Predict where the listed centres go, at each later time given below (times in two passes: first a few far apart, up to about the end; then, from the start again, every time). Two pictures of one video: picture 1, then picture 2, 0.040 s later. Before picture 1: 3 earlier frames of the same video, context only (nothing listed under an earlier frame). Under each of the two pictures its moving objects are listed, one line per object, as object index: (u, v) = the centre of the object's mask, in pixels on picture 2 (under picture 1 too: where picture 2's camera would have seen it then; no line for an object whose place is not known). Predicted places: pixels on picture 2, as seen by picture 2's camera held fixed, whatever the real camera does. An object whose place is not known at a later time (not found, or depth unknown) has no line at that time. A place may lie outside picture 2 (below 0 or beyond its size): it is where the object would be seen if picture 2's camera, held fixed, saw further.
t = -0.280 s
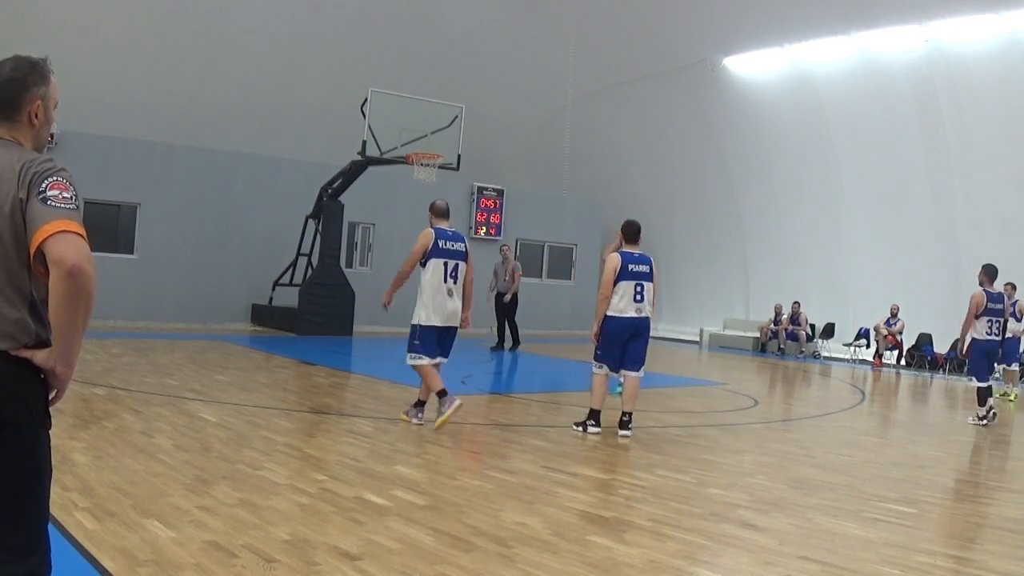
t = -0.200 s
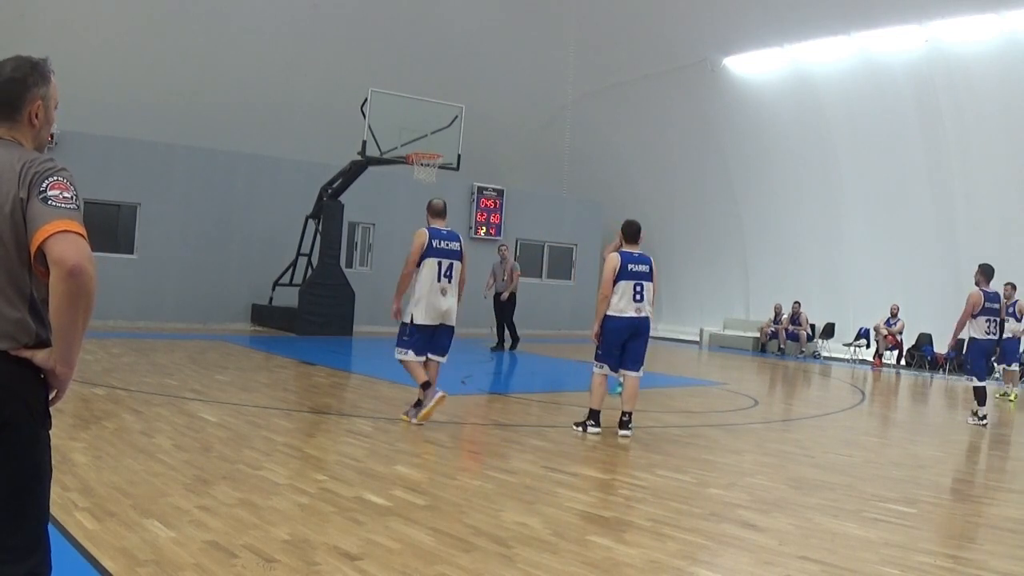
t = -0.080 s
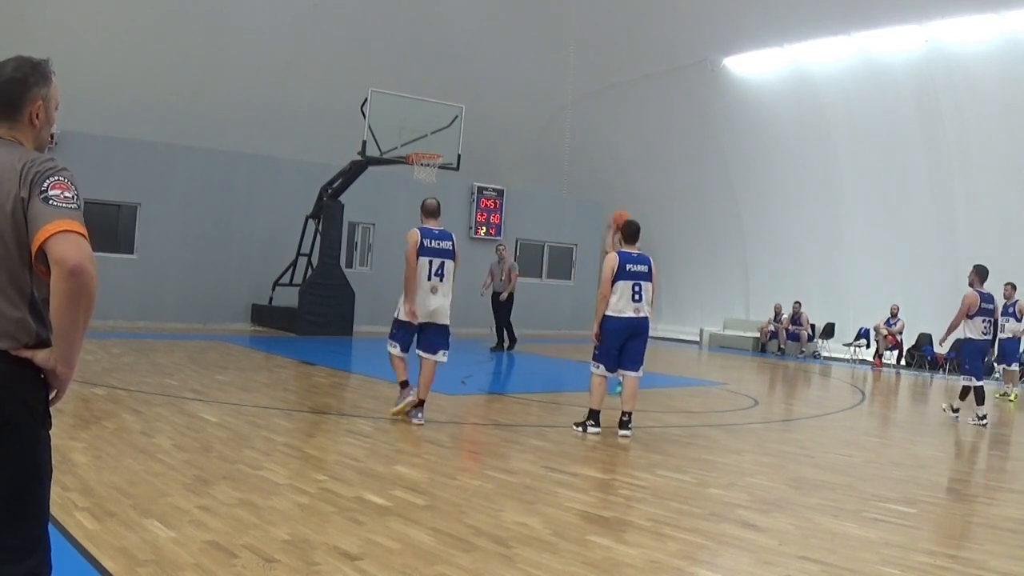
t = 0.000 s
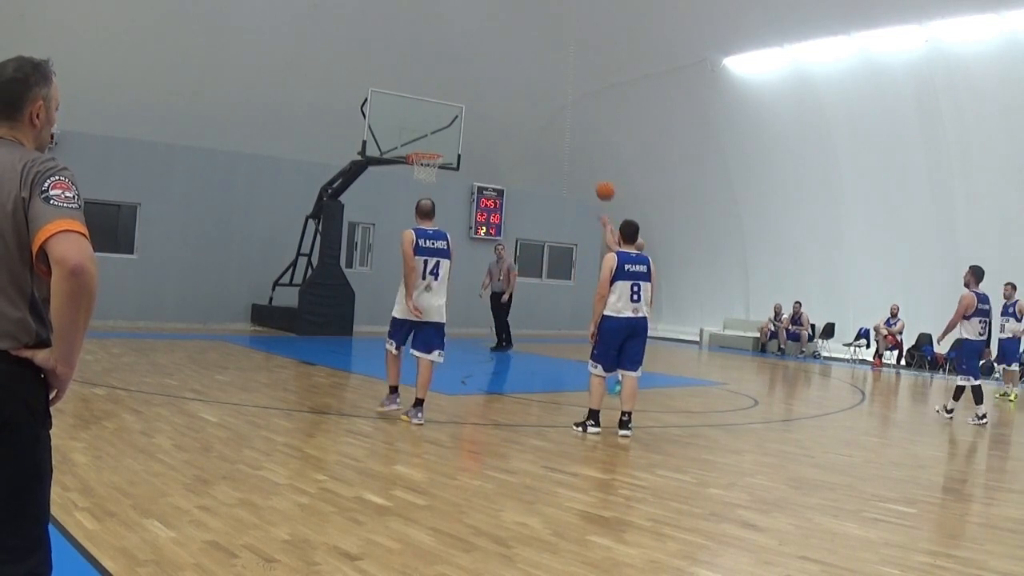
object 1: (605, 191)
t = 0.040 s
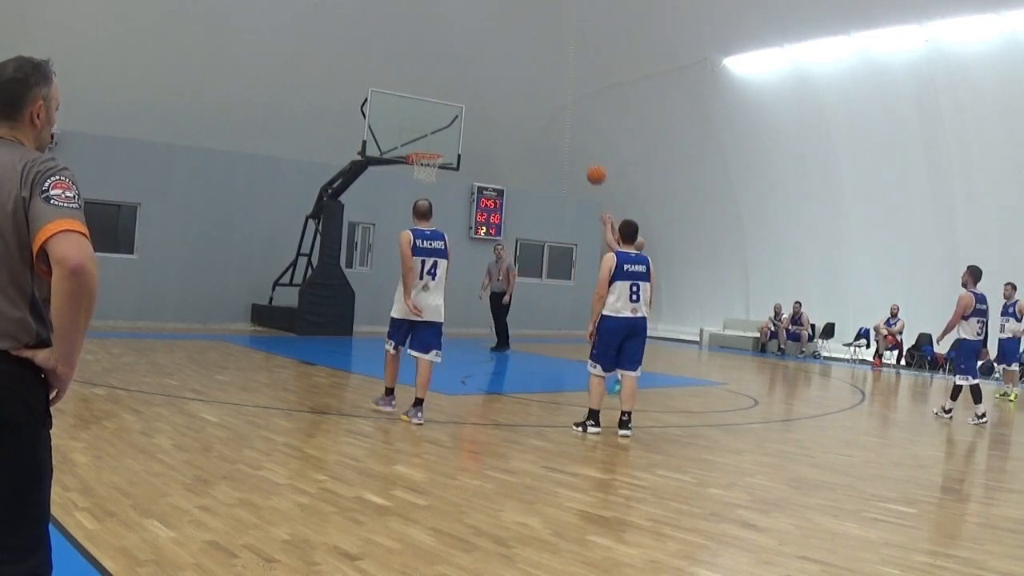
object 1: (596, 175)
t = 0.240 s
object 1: (552, 119)
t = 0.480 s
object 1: (503, 98)
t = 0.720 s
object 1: (459, 114)
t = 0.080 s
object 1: (587, 161)
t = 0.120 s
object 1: (578, 148)
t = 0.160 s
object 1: (569, 137)
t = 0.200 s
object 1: (561, 127)
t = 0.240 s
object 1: (552, 119)
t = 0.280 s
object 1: (544, 113)
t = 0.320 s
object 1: (535, 108)
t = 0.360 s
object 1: (527, 103)
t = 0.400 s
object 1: (519, 100)
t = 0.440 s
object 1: (511, 98)
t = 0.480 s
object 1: (503, 98)
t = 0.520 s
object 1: (496, 98)
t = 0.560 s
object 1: (488, 99)
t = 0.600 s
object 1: (481, 101)
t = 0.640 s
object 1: (473, 105)
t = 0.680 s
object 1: (466, 109)
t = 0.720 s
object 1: (459, 114)
